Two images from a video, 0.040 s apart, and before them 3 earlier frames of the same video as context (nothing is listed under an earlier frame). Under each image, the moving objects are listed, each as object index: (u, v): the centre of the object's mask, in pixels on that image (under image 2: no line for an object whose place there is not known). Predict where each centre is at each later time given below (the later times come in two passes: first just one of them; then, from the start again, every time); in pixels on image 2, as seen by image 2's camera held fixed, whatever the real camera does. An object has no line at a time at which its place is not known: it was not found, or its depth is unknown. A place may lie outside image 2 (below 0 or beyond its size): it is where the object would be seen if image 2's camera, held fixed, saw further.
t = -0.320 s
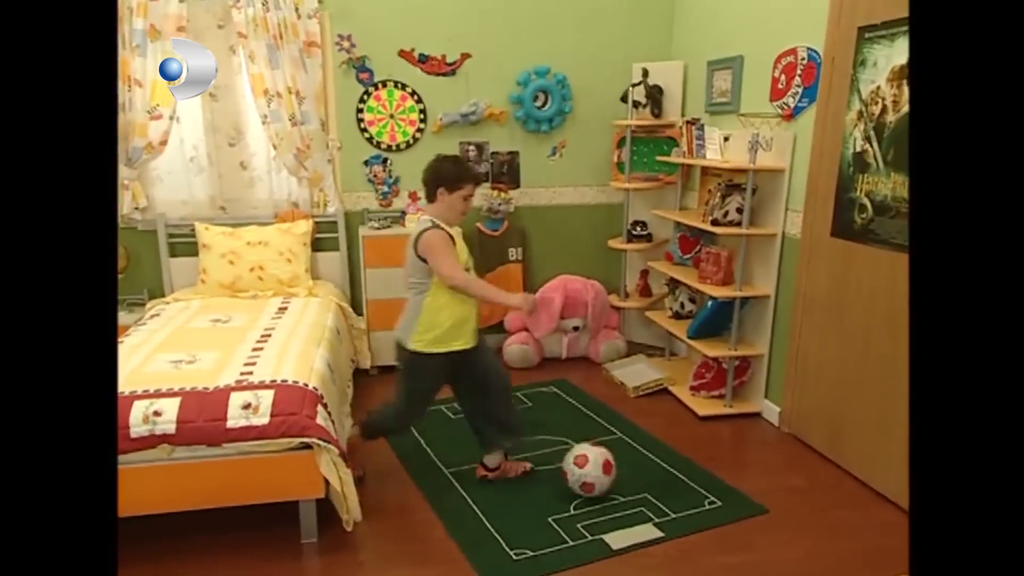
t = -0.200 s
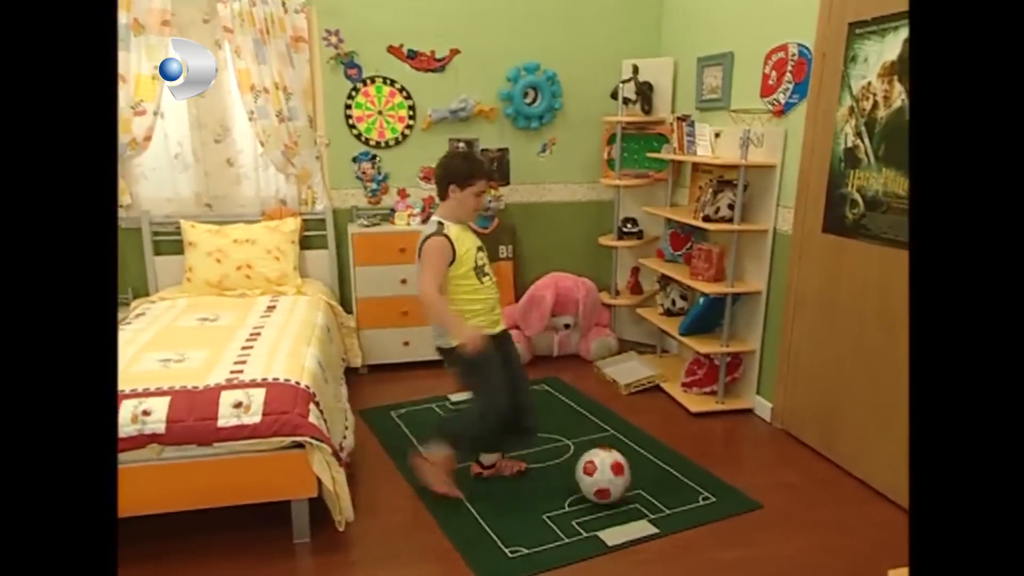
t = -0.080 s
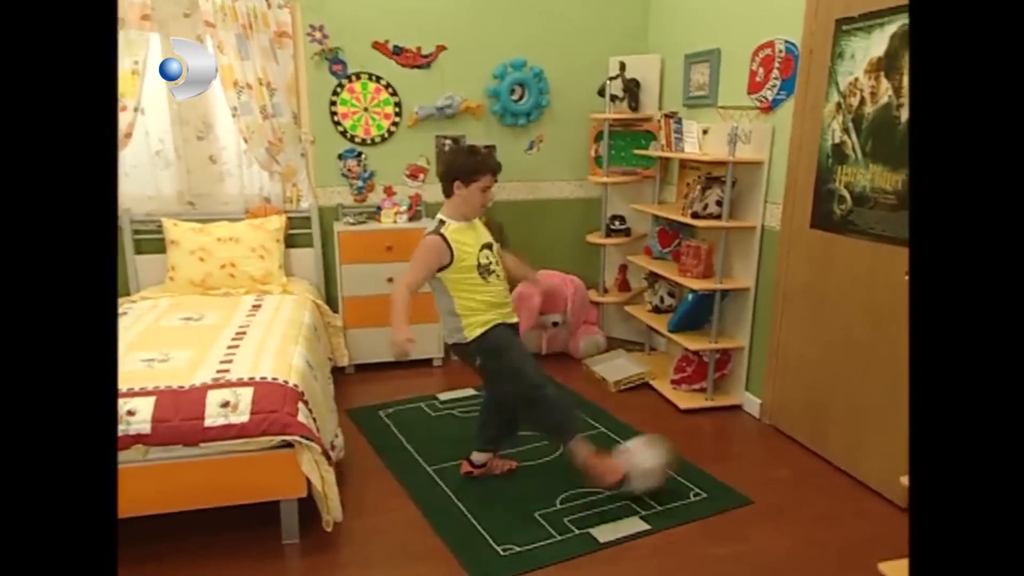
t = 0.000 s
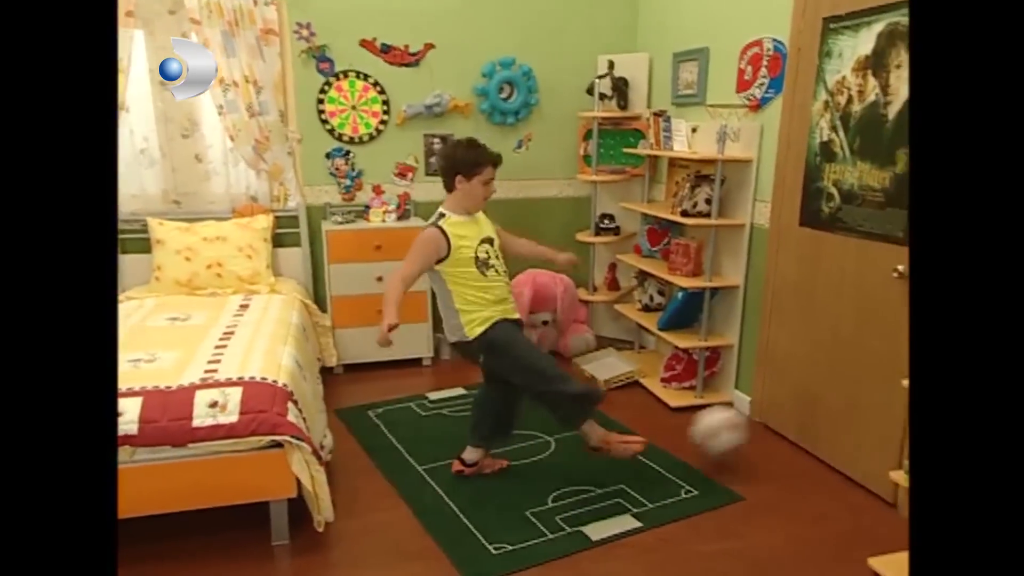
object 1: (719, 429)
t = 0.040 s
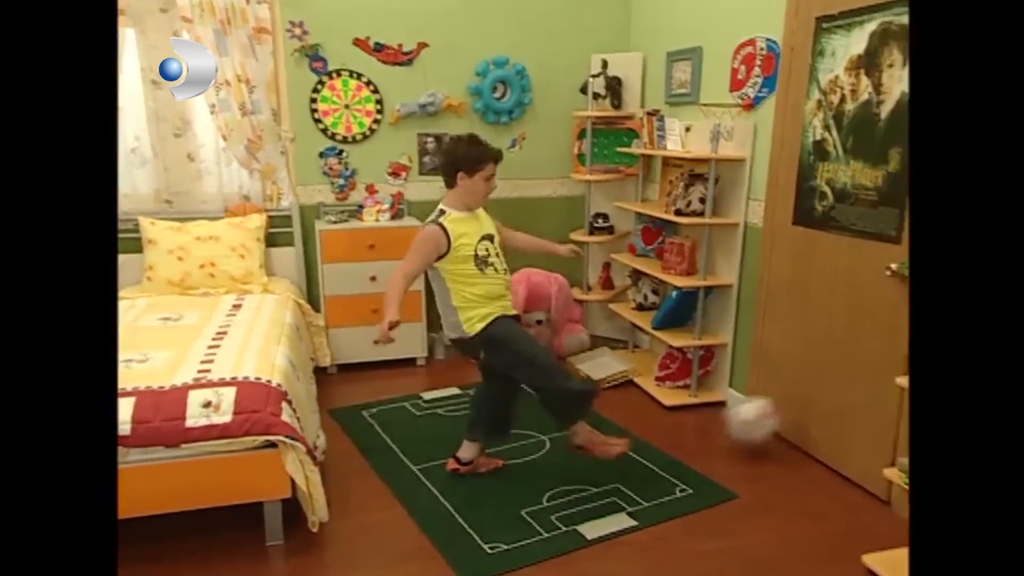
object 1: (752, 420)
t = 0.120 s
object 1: (730, 420)
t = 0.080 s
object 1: (766, 416)
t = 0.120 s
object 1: (730, 420)
